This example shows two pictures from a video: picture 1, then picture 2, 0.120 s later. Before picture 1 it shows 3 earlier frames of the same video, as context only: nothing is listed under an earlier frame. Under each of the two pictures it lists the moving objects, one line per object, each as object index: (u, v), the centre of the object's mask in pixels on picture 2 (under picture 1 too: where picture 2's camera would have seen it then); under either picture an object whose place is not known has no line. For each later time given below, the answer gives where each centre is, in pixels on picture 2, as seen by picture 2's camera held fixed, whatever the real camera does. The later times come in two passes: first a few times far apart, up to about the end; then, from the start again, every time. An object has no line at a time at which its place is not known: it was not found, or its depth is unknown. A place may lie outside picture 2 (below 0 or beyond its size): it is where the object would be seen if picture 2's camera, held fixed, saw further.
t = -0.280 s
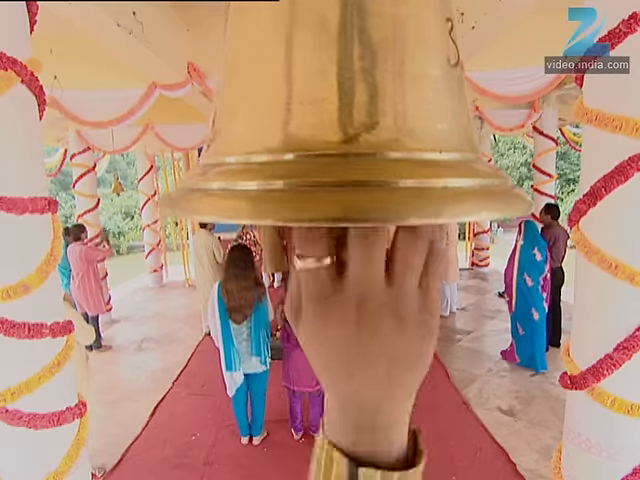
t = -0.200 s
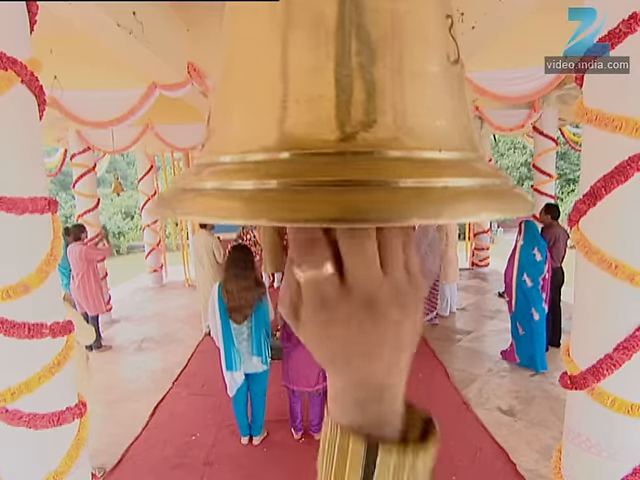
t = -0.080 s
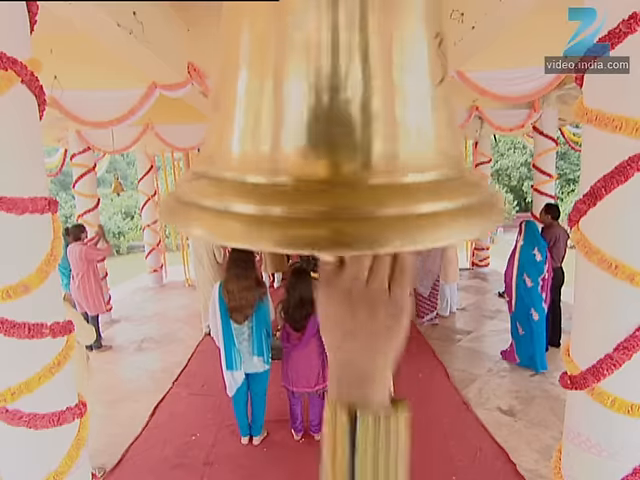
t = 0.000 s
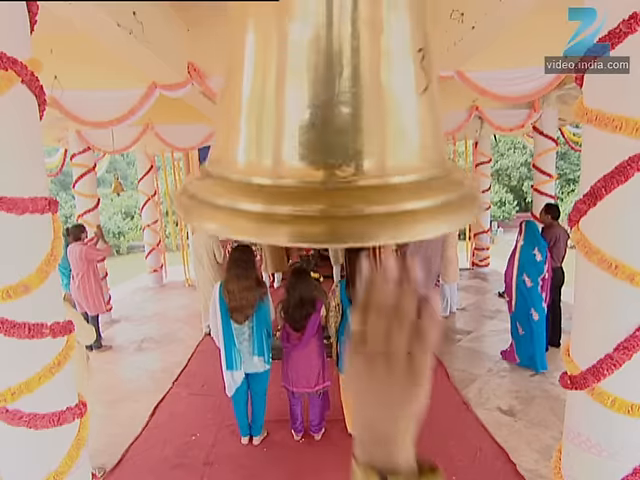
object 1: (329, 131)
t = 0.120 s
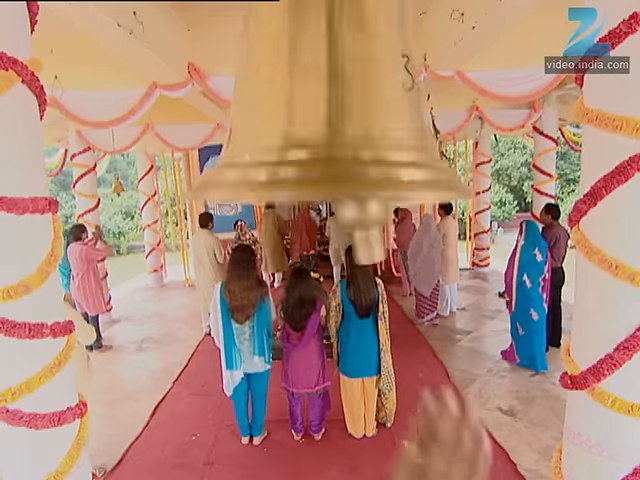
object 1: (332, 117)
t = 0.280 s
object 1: (328, 119)
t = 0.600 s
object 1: (317, 114)
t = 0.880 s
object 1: (313, 119)
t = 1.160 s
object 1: (305, 113)
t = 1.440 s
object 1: (302, 97)
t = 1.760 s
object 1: (306, 85)
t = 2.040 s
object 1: (313, 73)
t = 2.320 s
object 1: (321, 67)
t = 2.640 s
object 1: (322, 73)
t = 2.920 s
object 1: (320, 76)
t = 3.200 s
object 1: (316, 78)
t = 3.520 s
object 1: (313, 76)
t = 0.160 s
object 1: (328, 120)
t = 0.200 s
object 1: (328, 118)
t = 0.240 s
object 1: (327, 114)
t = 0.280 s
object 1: (328, 119)
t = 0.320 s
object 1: (327, 125)
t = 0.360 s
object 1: (326, 127)
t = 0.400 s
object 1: (325, 126)
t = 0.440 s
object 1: (323, 124)
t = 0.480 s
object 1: (321, 122)
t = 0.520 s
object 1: (319, 117)
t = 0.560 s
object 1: (318, 113)
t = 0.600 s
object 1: (317, 114)
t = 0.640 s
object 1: (316, 118)
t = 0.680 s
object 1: (315, 122)
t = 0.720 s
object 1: (315, 125)
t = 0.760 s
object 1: (315, 124)
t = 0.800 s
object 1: (314, 123)
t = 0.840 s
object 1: (314, 123)
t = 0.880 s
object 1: (313, 119)
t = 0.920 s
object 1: (312, 116)
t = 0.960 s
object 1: (310, 114)
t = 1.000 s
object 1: (309, 113)
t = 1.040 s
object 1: (308, 114)
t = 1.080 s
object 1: (307, 115)
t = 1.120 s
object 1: (306, 114)
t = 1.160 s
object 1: (305, 113)
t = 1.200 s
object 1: (305, 112)
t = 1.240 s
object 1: (304, 109)
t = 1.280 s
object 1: (304, 104)
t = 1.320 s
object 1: (302, 102)
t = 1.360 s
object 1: (302, 101)
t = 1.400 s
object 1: (302, 99)
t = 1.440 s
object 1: (302, 97)
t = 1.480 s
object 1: (302, 96)
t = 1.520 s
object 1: (302, 93)
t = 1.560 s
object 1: (304, 92)
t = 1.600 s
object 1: (305, 91)
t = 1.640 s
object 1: (305, 91)
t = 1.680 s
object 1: (306, 89)
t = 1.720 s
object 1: (306, 86)
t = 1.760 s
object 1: (306, 85)
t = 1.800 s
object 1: (307, 82)
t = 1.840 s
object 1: (309, 82)
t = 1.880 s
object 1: (310, 79)
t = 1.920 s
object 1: (311, 78)
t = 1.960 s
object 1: (311, 75)
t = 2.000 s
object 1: (312, 74)
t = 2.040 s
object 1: (313, 73)
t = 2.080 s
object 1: (314, 71)
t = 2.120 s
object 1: (316, 70)
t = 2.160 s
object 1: (318, 68)
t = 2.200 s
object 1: (319, 68)
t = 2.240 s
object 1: (320, 68)
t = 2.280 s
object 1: (321, 67)
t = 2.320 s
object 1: (321, 67)
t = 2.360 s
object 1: (321, 67)
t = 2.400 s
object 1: (321, 67)
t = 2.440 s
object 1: (322, 67)
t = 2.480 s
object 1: (322, 68)
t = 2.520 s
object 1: (323, 70)
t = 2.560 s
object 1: (323, 71)
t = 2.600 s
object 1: (323, 72)
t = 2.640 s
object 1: (322, 73)
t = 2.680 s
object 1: (322, 74)
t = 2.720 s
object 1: (322, 74)
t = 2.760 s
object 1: (321, 75)
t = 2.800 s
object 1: (321, 75)
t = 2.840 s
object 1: (321, 76)
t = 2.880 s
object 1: (320, 77)
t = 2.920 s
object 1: (320, 76)
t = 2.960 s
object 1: (318, 76)
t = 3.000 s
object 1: (318, 78)
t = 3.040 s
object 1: (317, 78)
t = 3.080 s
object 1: (317, 78)
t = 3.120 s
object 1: (317, 77)
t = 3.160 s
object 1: (316, 77)
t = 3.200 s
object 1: (316, 78)
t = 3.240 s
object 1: (315, 76)
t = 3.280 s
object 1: (315, 77)
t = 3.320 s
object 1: (315, 76)
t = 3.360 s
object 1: (315, 76)
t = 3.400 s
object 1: (314, 75)
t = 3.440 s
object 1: (314, 75)
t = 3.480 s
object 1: (314, 76)
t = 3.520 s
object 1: (313, 76)
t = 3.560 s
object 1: (313, 77)
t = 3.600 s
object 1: (313, 76)
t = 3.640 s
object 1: (312, 76)
